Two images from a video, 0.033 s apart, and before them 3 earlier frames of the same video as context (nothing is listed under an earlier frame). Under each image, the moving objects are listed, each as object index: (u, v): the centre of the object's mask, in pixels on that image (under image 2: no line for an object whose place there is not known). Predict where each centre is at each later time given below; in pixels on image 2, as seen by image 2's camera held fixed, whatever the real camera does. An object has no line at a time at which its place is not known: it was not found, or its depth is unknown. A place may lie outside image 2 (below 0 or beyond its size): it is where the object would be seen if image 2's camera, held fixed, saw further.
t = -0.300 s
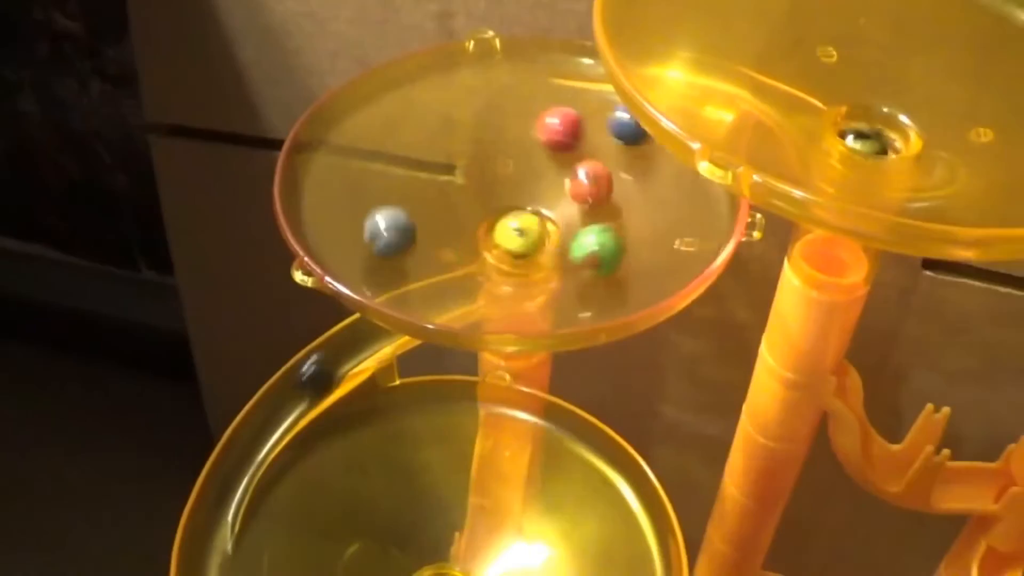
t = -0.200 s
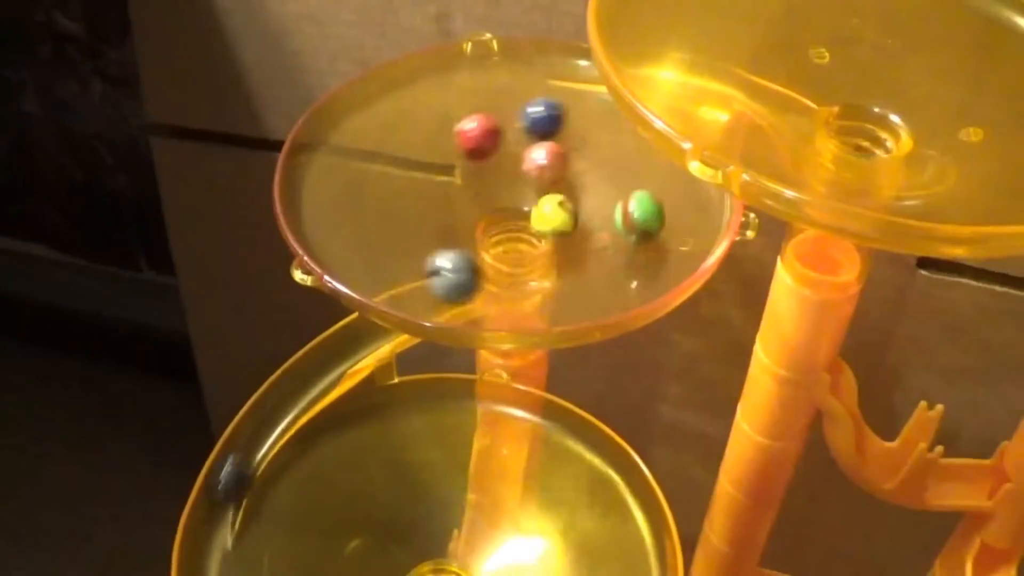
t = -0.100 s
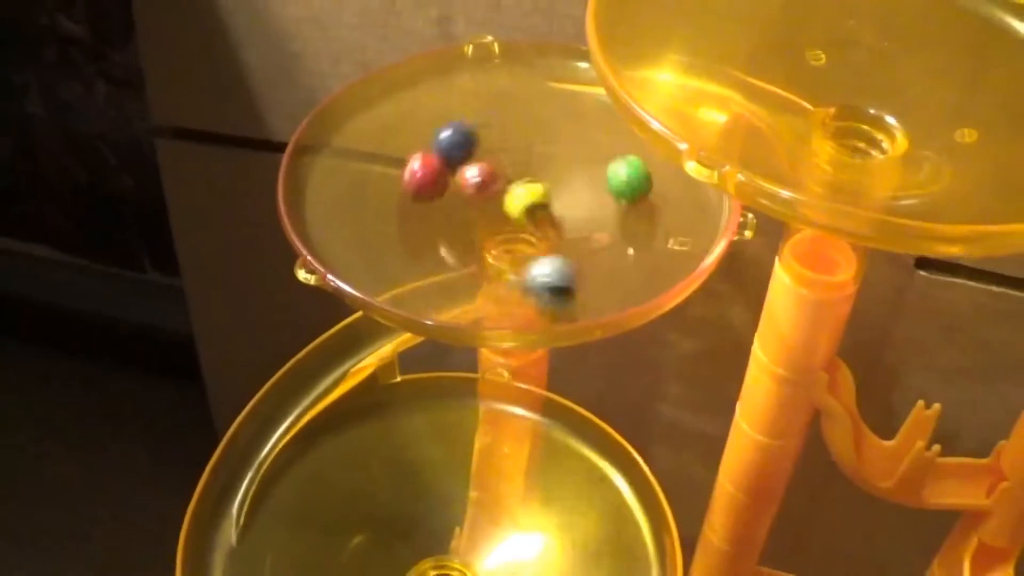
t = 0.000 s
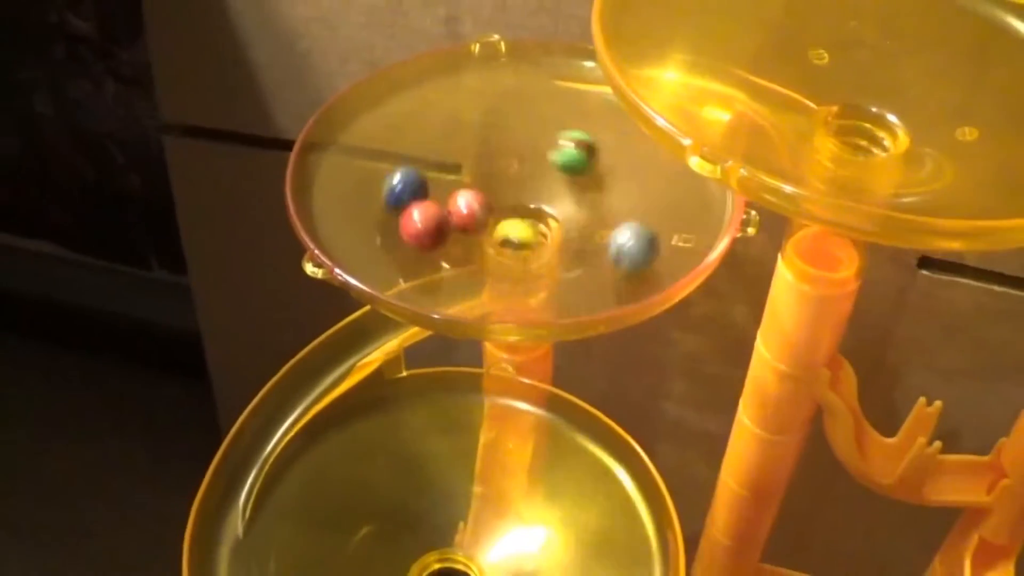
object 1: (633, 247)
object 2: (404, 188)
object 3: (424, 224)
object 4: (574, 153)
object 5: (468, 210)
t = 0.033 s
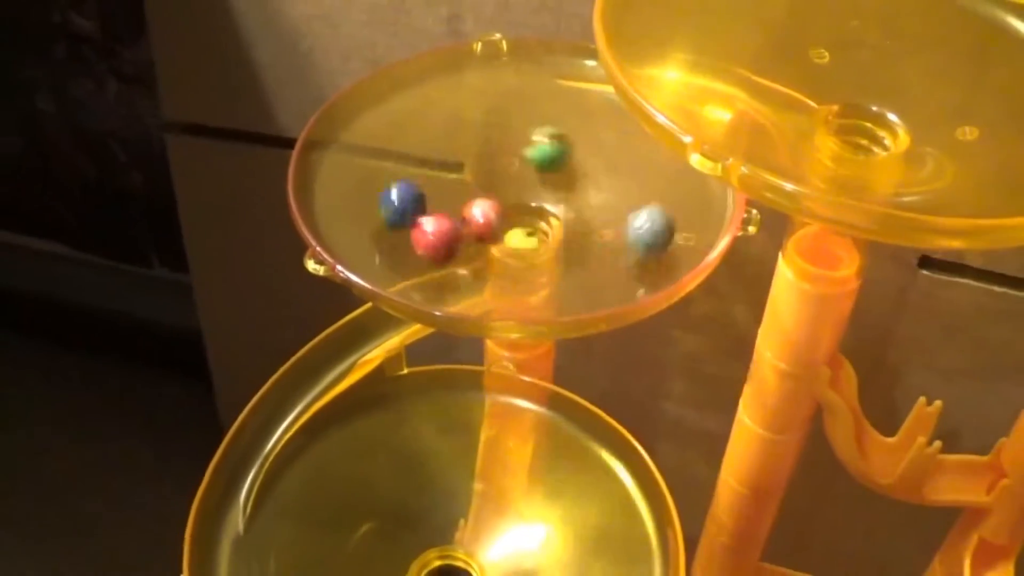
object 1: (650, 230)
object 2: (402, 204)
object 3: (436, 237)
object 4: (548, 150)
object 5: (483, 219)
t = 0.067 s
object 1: (659, 212)
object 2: (404, 222)
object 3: (453, 249)
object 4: (518, 151)
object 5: (504, 229)
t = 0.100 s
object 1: (663, 196)
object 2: (413, 238)
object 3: (473, 261)
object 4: (486, 157)
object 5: (526, 230)
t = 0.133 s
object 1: (660, 176)
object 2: (428, 253)
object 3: (498, 267)
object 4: (463, 165)
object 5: (550, 225)
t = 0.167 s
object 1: (650, 158)
